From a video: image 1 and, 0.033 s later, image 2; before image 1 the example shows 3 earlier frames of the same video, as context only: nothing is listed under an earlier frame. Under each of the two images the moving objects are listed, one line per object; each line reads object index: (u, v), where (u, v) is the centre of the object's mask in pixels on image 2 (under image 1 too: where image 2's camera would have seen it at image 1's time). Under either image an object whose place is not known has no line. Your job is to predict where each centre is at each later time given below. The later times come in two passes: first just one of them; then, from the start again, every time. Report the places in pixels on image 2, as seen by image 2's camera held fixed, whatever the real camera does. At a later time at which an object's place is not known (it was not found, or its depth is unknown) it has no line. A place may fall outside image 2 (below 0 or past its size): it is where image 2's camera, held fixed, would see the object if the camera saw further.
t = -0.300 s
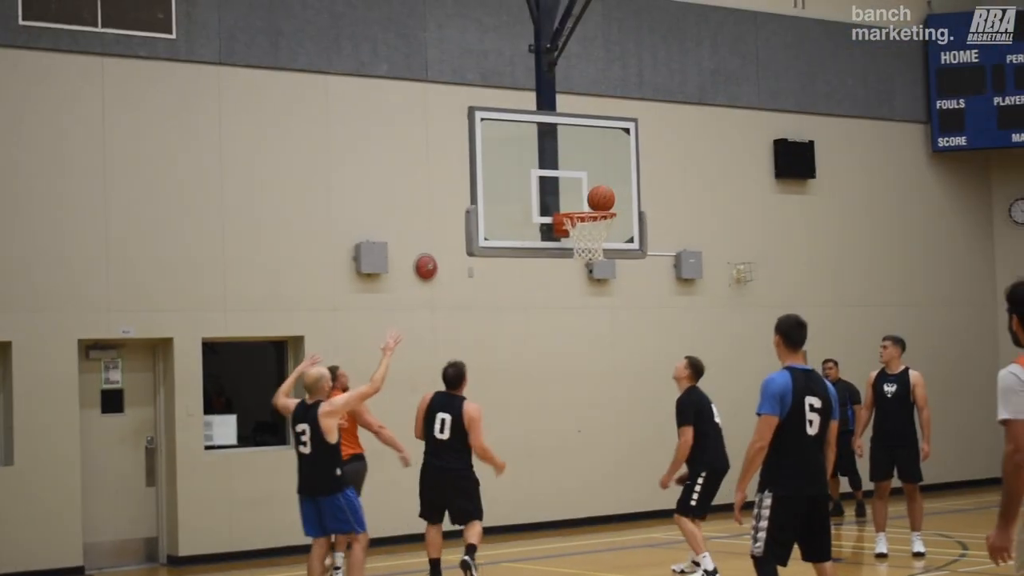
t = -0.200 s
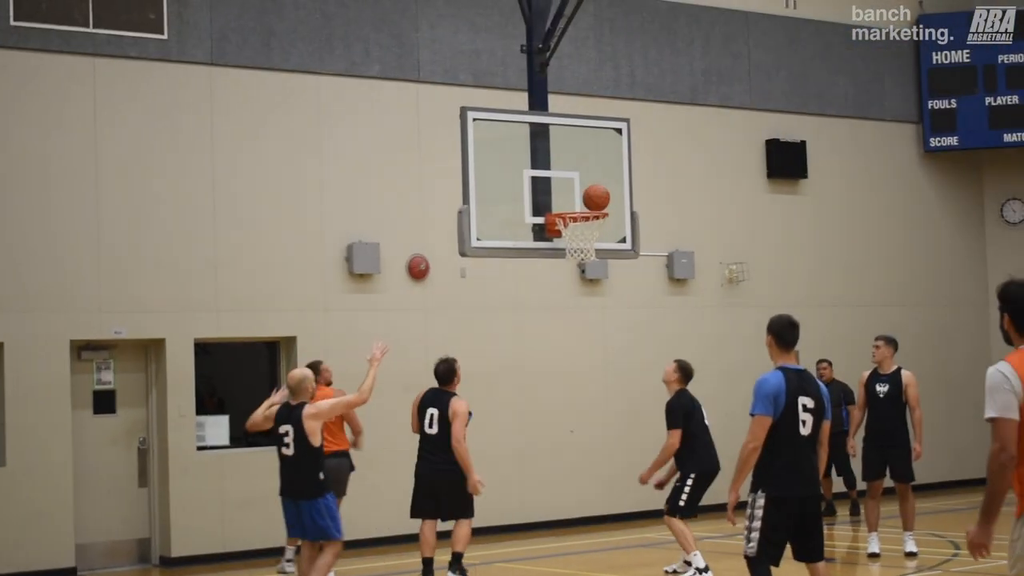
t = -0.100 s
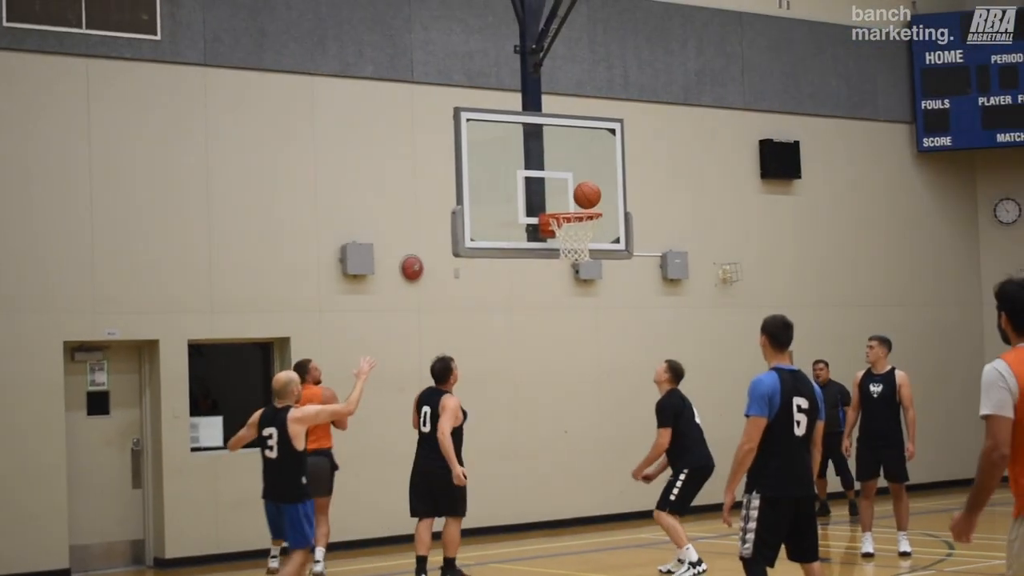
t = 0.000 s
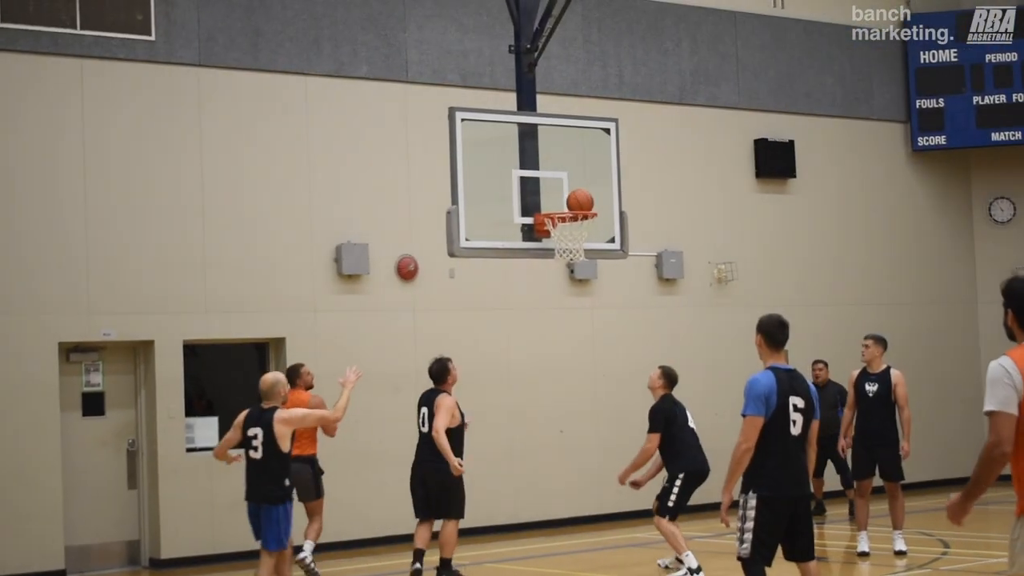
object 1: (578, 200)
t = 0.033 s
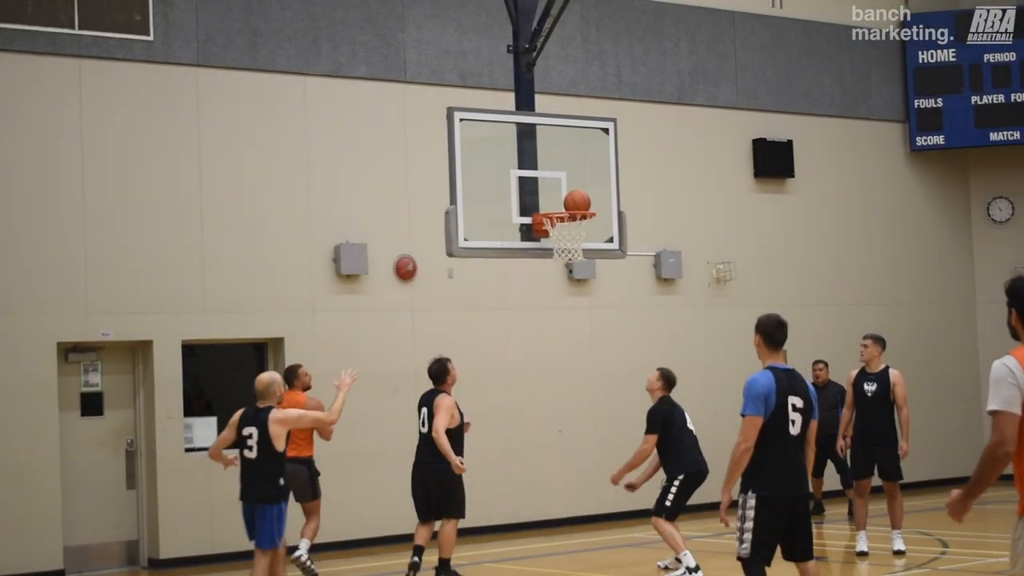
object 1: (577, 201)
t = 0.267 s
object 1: (564, 222)
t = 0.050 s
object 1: (576, 201)
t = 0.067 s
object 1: (575, 201)
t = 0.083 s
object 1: (574, 201)
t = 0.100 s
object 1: (573, 201)
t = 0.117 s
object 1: (572, 201)
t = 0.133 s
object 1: (571, 202)
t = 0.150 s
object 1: (570, 202)
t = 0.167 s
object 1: (569, 203)
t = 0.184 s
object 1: (567, 204)
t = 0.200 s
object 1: (566, 205)
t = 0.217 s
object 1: (566, 206)
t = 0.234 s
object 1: (567, 213)
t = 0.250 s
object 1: (565, 218)
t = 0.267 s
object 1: (564, 222)
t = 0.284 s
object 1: (563, 226)
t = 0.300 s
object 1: (561, 229)
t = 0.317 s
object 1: (560, 232)
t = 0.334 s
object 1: (559, 236)
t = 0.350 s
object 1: (559, 239)
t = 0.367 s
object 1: (559, 242)
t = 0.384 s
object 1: (559, 246)
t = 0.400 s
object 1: (560, 249)
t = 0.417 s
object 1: (560, 252)
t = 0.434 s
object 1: (561, 258)
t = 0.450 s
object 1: (561, 261)
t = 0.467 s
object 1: (562, 264)
